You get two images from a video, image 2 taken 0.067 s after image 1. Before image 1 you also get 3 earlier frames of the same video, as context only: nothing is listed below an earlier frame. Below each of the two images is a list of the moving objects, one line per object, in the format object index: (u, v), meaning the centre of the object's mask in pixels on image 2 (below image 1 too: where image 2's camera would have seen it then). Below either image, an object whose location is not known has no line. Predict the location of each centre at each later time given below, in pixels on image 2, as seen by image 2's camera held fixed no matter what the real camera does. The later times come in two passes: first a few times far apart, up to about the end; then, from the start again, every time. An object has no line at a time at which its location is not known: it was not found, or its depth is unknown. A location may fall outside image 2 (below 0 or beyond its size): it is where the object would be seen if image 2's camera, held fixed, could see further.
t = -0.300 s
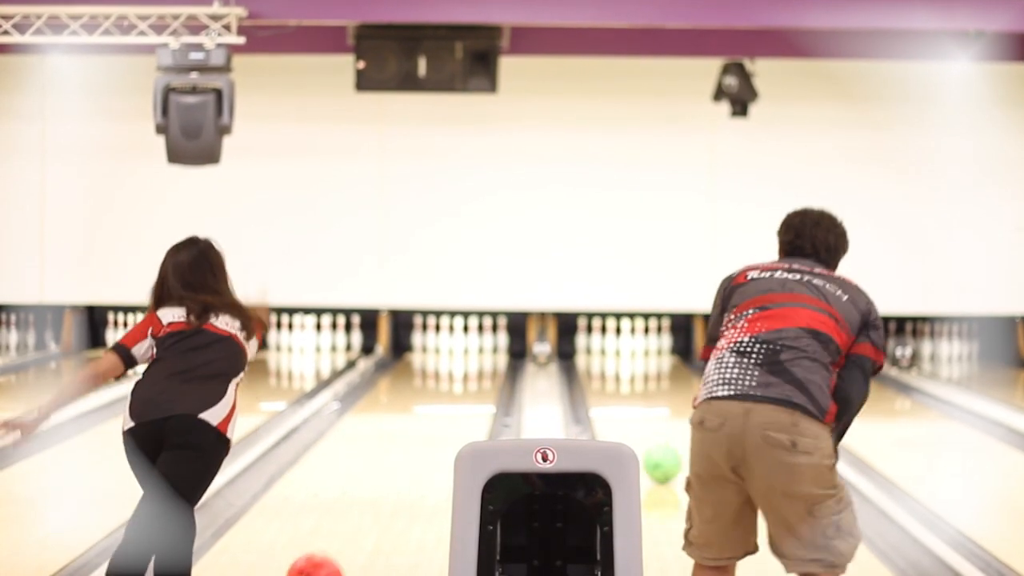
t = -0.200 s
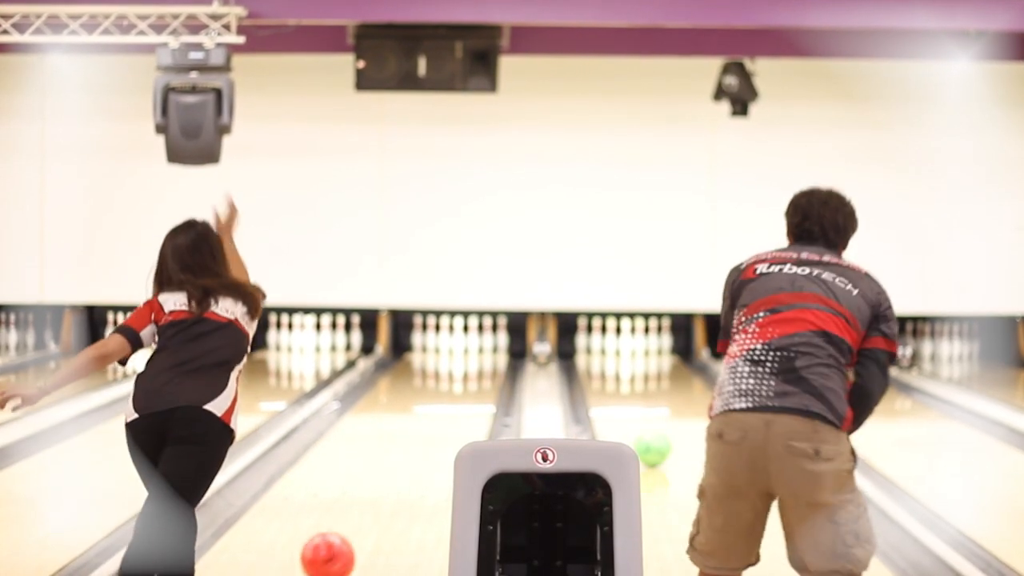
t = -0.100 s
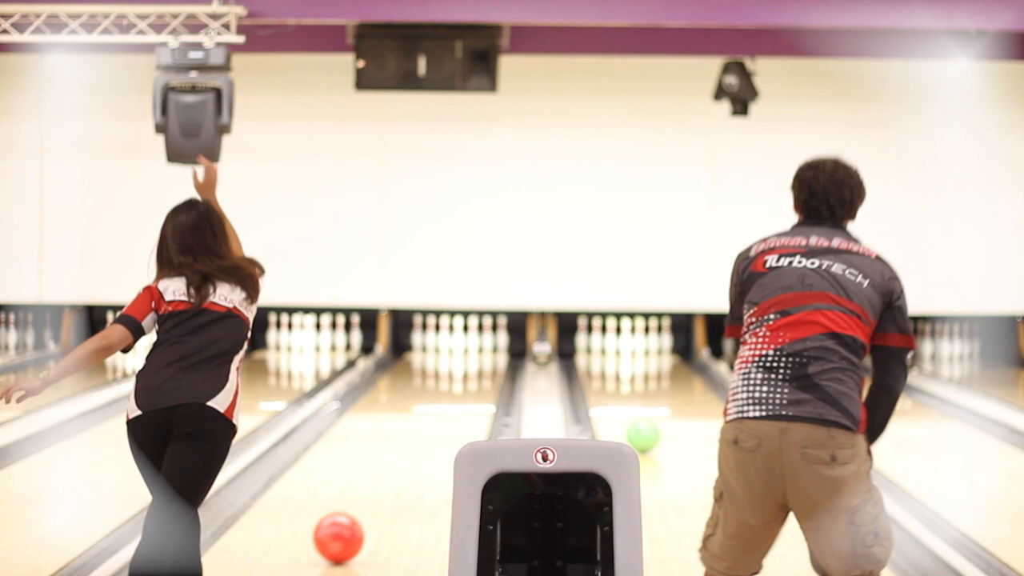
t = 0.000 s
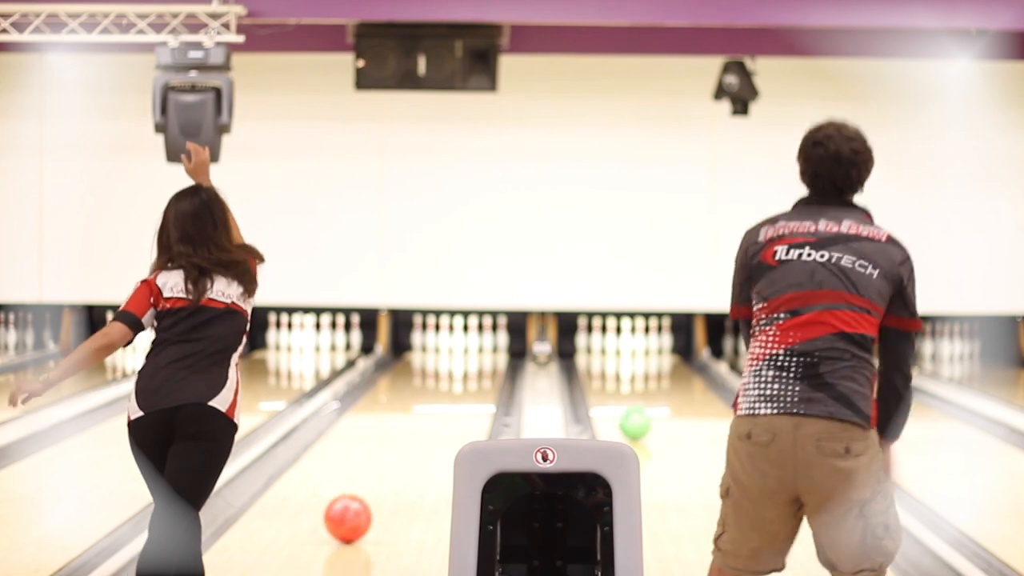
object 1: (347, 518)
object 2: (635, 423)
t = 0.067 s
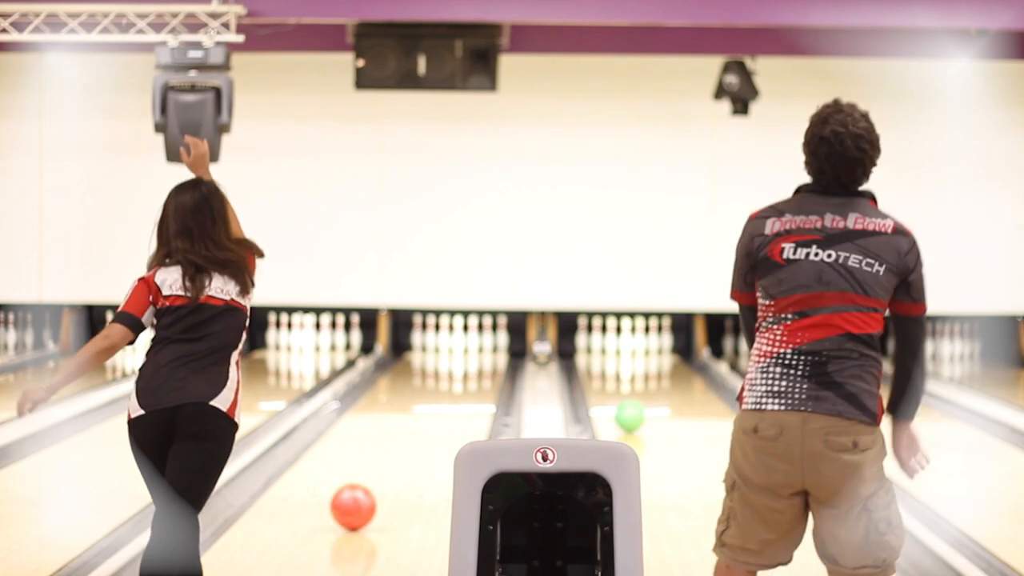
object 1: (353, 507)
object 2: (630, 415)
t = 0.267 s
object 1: (366, 477)
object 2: (616, 397)
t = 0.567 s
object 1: (380, 444)
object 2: (600, 377)
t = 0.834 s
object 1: (389, 420)
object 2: (587, 362)
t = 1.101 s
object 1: (395, 402)
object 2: (576, 349)
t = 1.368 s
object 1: (399, 387)
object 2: (565, 349)
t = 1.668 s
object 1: (400, 374)
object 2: (565, 353)
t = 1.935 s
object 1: (400, 365)
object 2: (564, 354)
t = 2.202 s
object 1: (400, 356)
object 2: (565, 354)
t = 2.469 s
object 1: (399, 348)
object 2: (565, 354)
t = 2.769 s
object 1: (397, 347)
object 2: (565, 354)
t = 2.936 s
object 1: (399, 345)
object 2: (564, 354)
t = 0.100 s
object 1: (355, 501)
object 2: (627, 413)
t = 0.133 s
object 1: (358, 496)
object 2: (625, 409)
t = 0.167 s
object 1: (360, 491)
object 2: (622, 406)
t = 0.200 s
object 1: (362, 486)
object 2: (620, 402)
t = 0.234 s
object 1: (364, 482)
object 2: (618, 400)
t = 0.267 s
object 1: (366, 477)
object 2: (616, 397)
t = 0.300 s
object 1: (368, 473)
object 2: (614, 395)
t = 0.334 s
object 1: (370, 469)
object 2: (612, 392)
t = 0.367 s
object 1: (371, 465)
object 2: (609, 390)
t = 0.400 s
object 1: (373, 461)
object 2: (608, 387)
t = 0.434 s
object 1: (374, 457)
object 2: (607, 385)
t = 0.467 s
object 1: (376, 453)
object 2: (605, 383)
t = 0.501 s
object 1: (377, 450)
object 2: (604, 381)
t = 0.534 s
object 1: (379, 447)
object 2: (601, 379)
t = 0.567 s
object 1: (380, 444)
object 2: (600, 377)
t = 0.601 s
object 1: (381, 441)
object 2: (597, 375)
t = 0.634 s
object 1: (382, 437)
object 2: (596, 373)
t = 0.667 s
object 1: (384, 435)
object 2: (594, 370)
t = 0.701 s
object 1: (385, 432)
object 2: (593, 368)
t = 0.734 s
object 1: (386, 428)
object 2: (592, 367)
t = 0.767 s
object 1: (387, 425)
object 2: (590, 365)
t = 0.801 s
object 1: (388, 422)
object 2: (589, 364)
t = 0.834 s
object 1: (389, 420)
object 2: (587, 362)
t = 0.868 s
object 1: (390, 417)
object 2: (585, 360)
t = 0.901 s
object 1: (390, 415)
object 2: (583, 359)
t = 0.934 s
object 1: (391, 413)
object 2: (582, 358)
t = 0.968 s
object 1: (392, 411)
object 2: (580, 355)
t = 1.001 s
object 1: (392, 408)
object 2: (579, 353)
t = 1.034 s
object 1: (393, 405)
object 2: (578, 353)
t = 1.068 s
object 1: (394, 404)
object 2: (577, 351)
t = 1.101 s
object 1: (395, 402)
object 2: (576, 349)
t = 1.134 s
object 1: (395, 400)
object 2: (575, 347)
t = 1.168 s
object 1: (396, 398)
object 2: (574, 345)
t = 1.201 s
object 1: (397, 395)
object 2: (572, 344)
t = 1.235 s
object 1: (397, 394)
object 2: (571, 345)
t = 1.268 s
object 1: (398, 393)
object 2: (569, 344)
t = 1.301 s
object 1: (398, 390)
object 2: (568, 345)
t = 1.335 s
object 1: (398, 389)
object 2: (567, 346)
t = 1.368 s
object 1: (399, 387)
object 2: (565, 349)
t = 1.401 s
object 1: (399, 385)
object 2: (566, 351)
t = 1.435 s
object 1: (399, 384)
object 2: (566, 352)
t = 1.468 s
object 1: (399, 383)
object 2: (566, 350)
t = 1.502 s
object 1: (400, 381)
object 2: (565, 350)
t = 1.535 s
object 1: (400, 379)
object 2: (566, 349)
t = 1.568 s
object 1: (400, 378)
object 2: (566, 350)
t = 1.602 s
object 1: (400, 377)
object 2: (566, 352)
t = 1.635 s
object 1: (400, 376)
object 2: (566, 353)
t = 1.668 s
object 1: (400, 374)
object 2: (565, 353)
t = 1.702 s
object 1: (401, 372)
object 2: (566, 353)
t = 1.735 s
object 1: (401, 371)
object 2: (565, 353)
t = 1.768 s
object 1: (401, 371)
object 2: (565, 354)
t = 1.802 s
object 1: (400, 369)
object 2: (565, 354)
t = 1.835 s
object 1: (401, 368)
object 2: (565, 354)
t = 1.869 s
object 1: (401, 367)
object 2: (565, 354)
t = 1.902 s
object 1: (401, 366)
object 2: (564, 354)
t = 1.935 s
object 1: (400, 365)
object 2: (564, 354)
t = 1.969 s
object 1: (400, 364)
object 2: (564, 354)
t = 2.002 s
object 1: (400, 362)
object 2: (565, 354)
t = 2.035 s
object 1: (400, 361)
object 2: (565, 354)
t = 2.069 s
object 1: (400, 360)
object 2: (565, 354)
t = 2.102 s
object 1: (400, 359)
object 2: (565, 354)
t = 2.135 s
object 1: (400, 358)
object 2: (565, 354)
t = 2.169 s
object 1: (400, 356)
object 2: (565, 354)
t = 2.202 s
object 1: (400, 356)
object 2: (565, 354)
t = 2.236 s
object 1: (400, 355)
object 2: (565, 354)
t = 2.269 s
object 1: (400, 354)
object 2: (565, 354)
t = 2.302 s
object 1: (399, 352)
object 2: (565, 354)
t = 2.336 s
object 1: (399, 352)
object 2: (565, 354)
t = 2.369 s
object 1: (399, 351)
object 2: (565, 354)
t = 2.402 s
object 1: (399, 350)
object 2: (565, 354)
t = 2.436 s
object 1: (399, 349)
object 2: (565, 354)
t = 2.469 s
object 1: (399, 348)
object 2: (565, 354)
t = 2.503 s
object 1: (399, 348)
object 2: (565, 354)
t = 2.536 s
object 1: (398, 347)
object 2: (565, 354)
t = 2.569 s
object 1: (398, 346)
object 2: (565, 354)
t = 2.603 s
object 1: (397, 346)
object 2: (565, 355)
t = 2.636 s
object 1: (396, 346)
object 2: (565, 354)
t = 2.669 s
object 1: (395, 347)
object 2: (565, 354)
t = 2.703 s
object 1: (395, 347)
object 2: (565, 354)
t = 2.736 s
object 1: (396, 346)
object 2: (565, 354)
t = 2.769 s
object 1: (397, 347)
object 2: (565, 354)
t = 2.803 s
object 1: (398, 346)
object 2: (565, 354)
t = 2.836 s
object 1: (398, 345)
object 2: (565, 354)
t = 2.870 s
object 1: (399, 346)
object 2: (564, 354)
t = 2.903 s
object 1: (399, 345)
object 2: (565, 355)
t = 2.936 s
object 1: (399, 345)
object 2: (564, 354)
